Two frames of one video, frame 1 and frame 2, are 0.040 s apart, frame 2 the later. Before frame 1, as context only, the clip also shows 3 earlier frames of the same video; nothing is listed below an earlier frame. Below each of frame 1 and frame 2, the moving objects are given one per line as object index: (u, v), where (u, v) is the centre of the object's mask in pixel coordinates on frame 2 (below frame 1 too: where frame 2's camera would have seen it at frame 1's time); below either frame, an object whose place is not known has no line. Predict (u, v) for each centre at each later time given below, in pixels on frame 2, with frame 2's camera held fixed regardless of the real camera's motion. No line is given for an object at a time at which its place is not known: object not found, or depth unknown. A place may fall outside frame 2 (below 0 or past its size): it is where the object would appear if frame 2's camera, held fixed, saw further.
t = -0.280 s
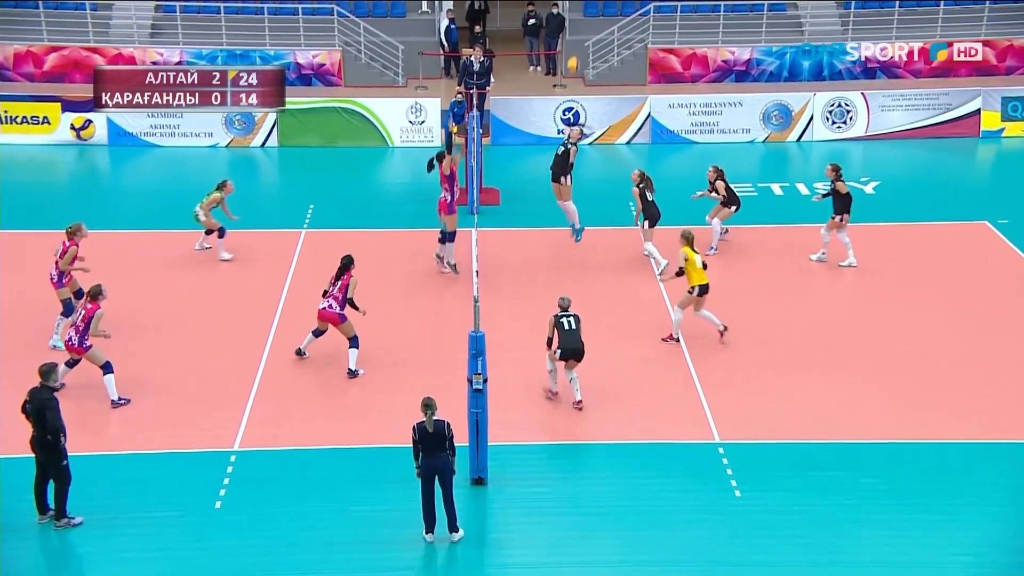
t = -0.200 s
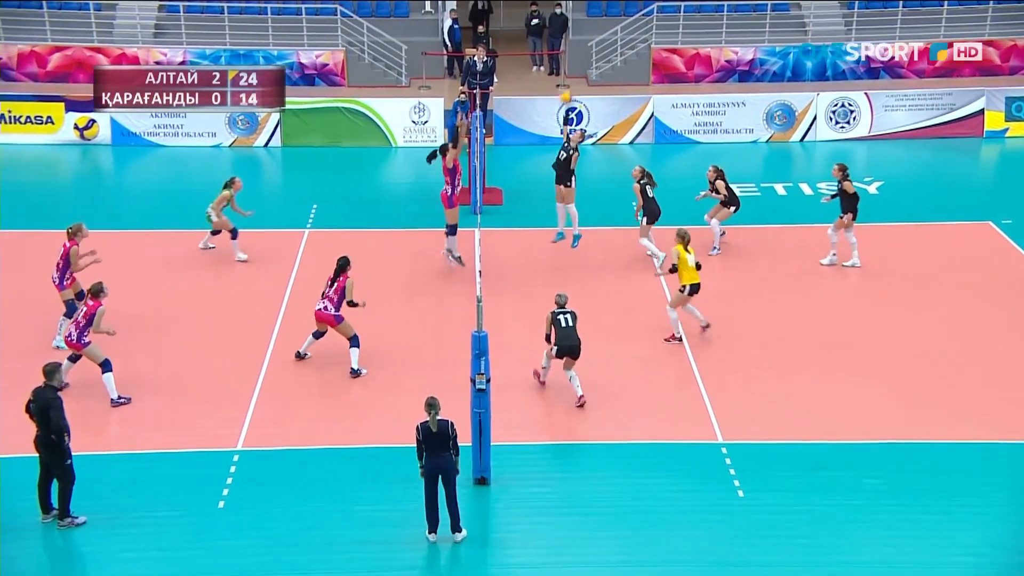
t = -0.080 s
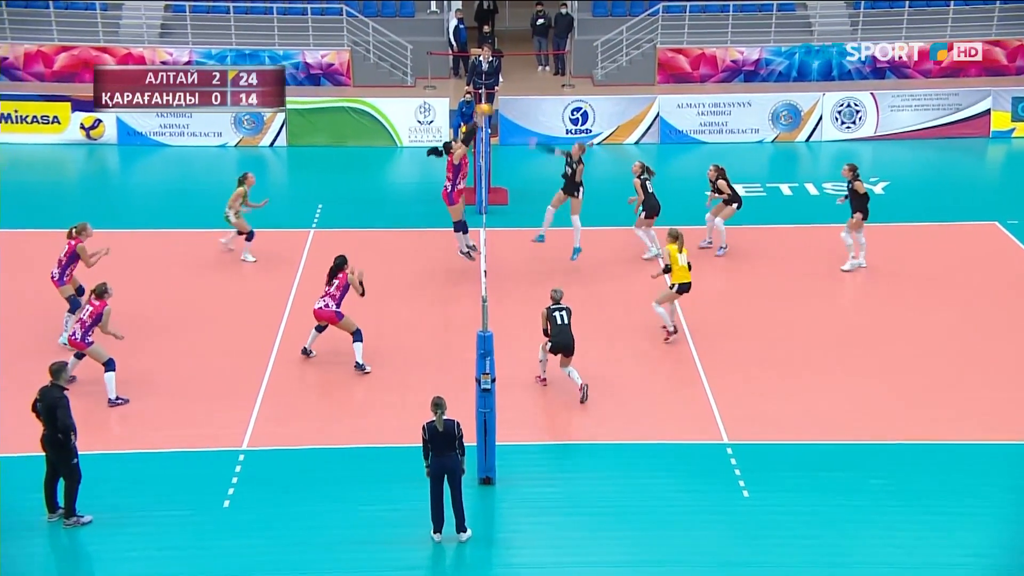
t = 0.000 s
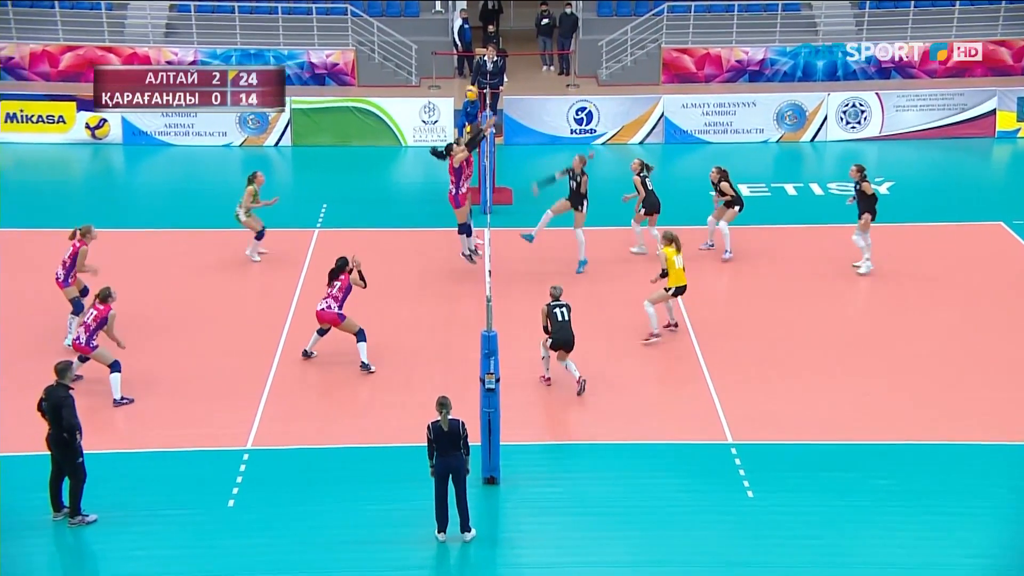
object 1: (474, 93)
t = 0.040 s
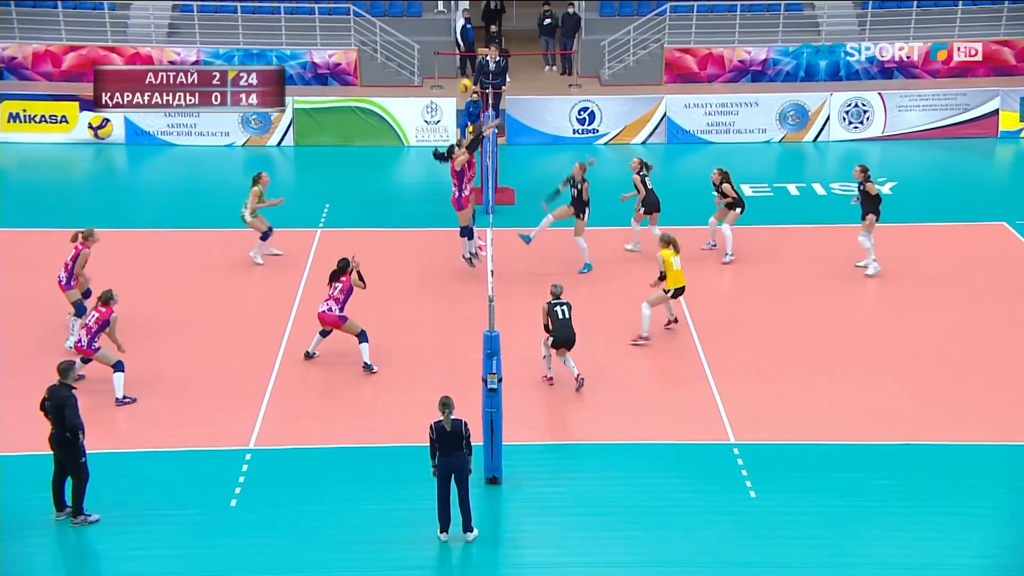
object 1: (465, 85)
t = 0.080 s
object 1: (456, 78)
